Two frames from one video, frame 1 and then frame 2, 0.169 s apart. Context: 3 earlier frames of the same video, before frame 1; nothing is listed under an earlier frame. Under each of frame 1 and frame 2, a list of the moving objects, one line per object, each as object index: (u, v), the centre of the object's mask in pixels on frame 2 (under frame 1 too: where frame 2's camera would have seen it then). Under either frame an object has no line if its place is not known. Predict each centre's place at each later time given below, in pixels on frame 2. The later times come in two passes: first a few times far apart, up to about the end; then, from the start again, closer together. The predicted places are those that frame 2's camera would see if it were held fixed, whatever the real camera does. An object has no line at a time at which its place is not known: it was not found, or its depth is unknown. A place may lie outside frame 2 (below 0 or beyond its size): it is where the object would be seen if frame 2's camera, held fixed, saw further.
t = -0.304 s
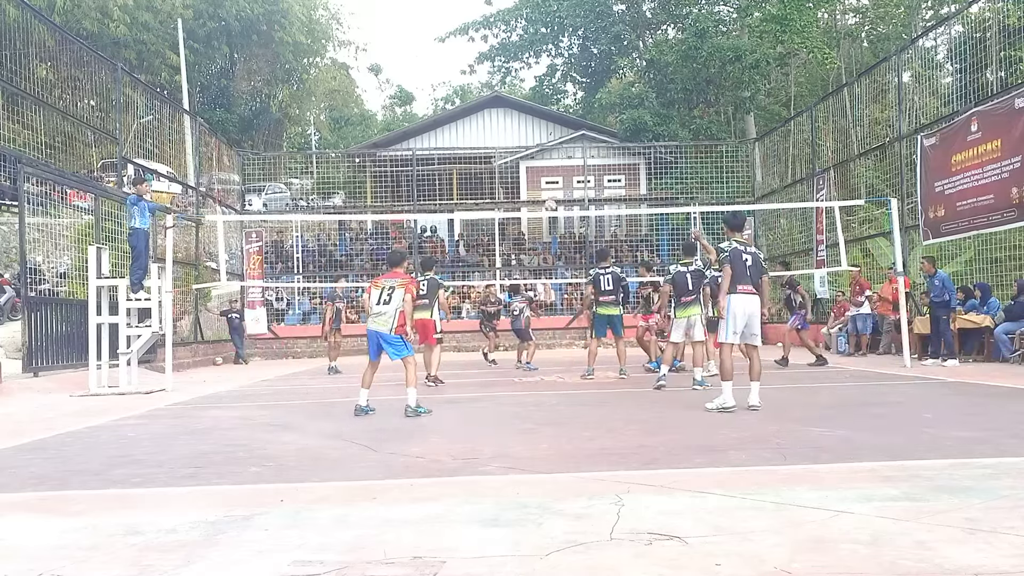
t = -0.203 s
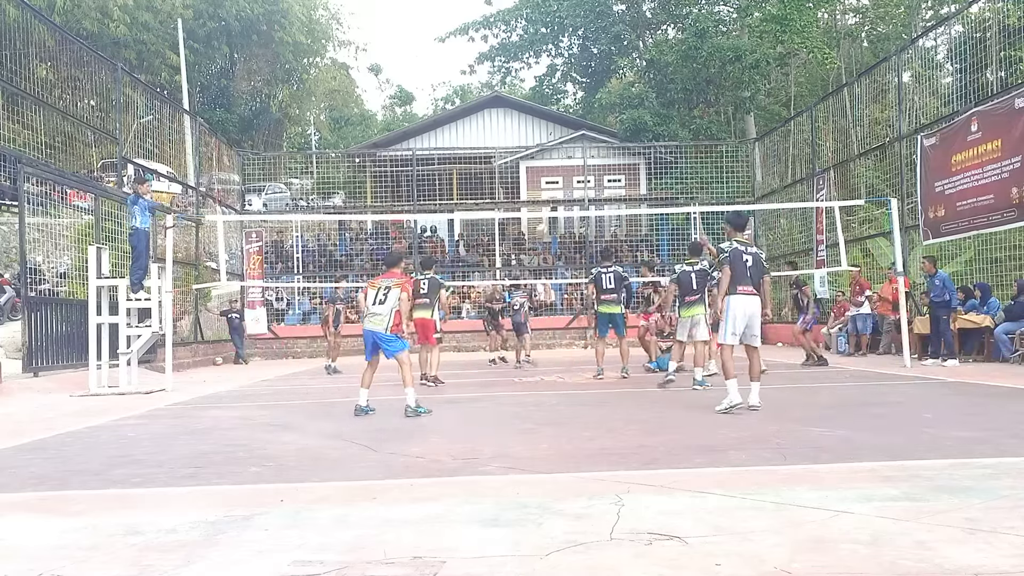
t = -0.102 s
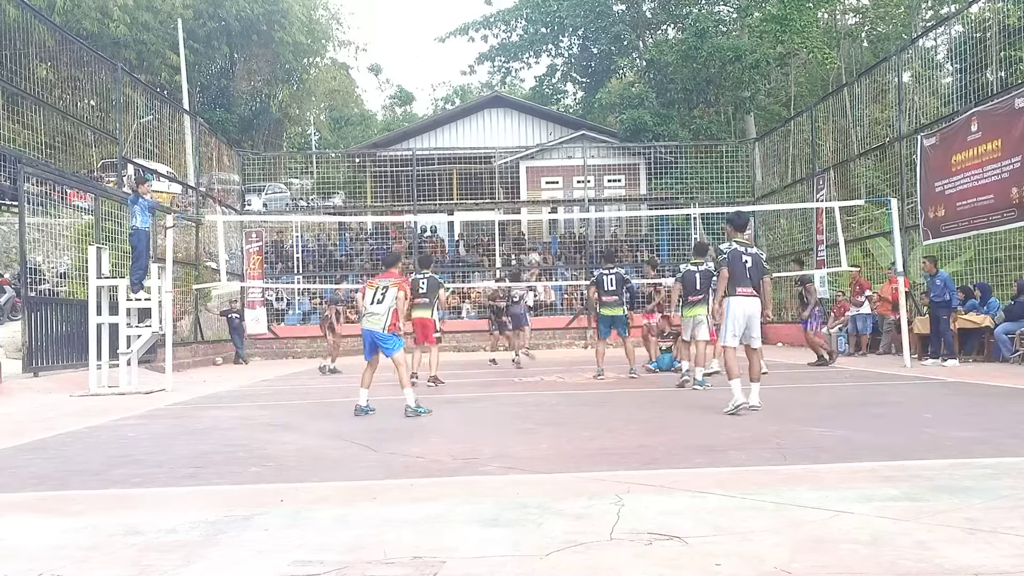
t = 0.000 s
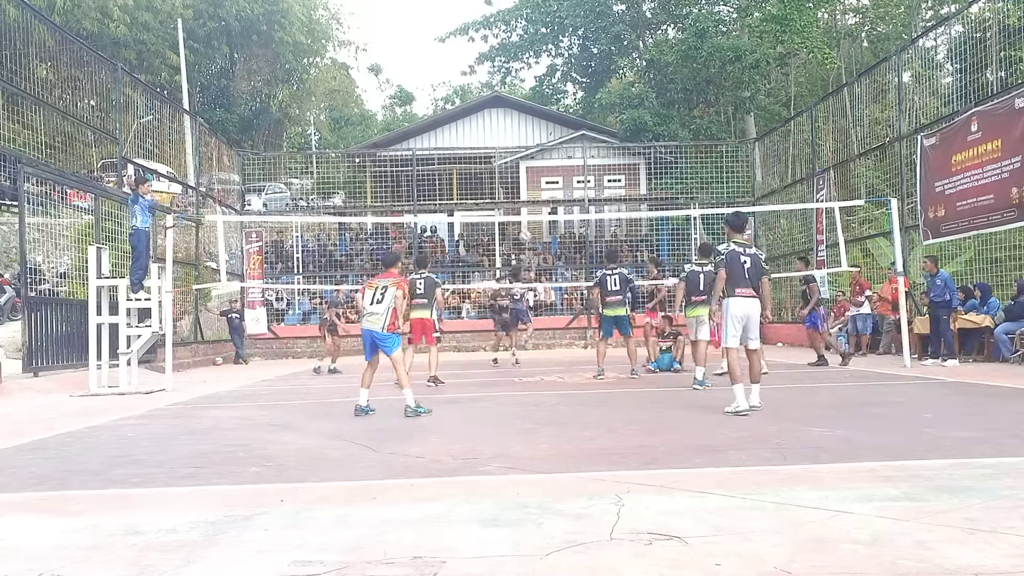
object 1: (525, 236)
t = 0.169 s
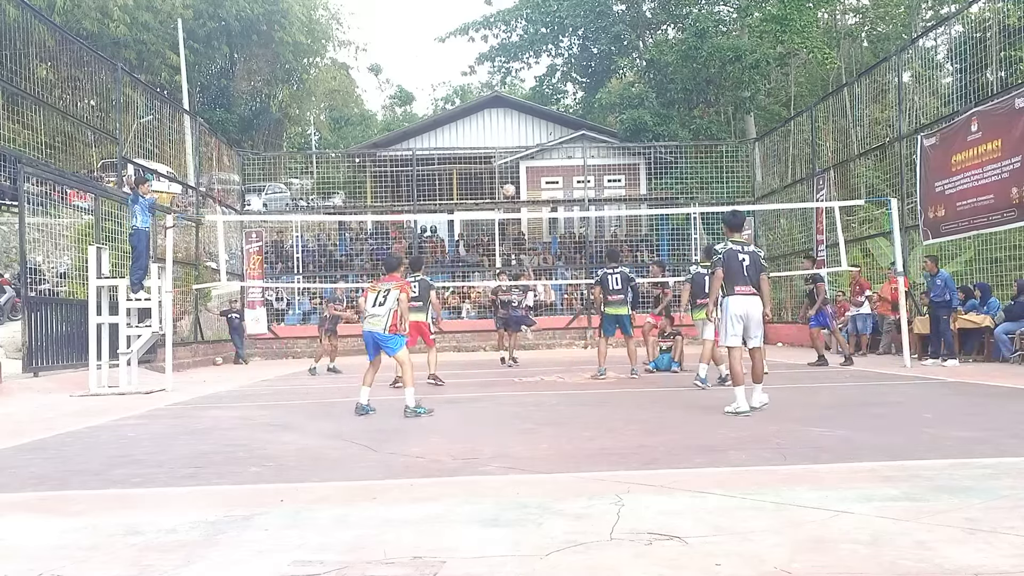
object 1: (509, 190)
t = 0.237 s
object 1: (502, 175)
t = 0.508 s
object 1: (469, 138)
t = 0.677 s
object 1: (445, 138)
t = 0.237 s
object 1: (502, 175)
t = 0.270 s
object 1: (498, 167)
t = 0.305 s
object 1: (494, 162)
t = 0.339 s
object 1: (490, 156)
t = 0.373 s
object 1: (487, 151)
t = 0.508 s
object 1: (469, 138)
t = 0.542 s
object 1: (464, 136)
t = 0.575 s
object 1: (460, 135)
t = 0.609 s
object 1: (455, 135)
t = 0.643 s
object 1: (450, 135)
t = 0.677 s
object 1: (445, 138)
